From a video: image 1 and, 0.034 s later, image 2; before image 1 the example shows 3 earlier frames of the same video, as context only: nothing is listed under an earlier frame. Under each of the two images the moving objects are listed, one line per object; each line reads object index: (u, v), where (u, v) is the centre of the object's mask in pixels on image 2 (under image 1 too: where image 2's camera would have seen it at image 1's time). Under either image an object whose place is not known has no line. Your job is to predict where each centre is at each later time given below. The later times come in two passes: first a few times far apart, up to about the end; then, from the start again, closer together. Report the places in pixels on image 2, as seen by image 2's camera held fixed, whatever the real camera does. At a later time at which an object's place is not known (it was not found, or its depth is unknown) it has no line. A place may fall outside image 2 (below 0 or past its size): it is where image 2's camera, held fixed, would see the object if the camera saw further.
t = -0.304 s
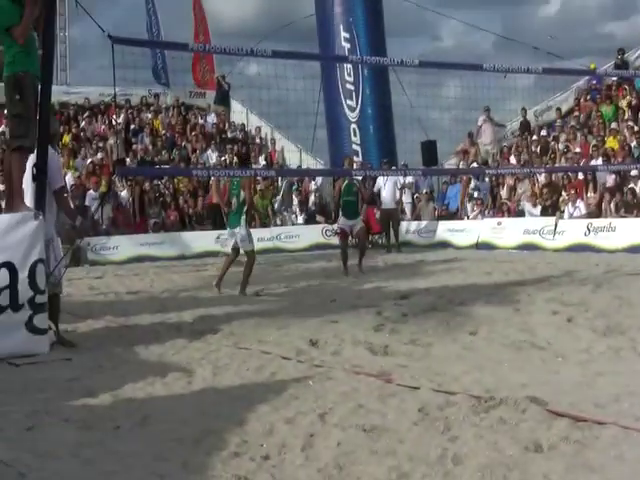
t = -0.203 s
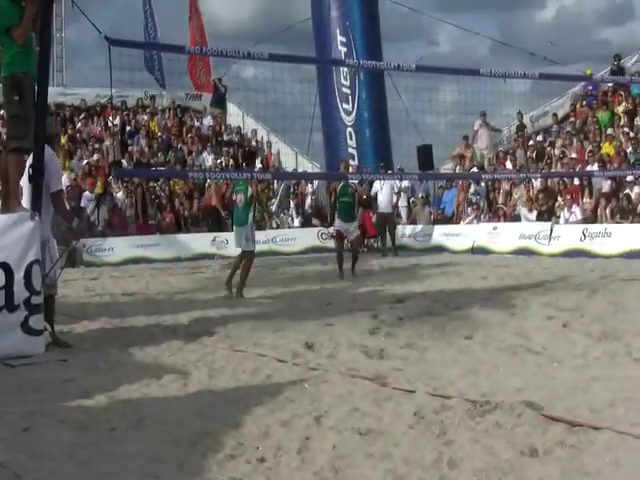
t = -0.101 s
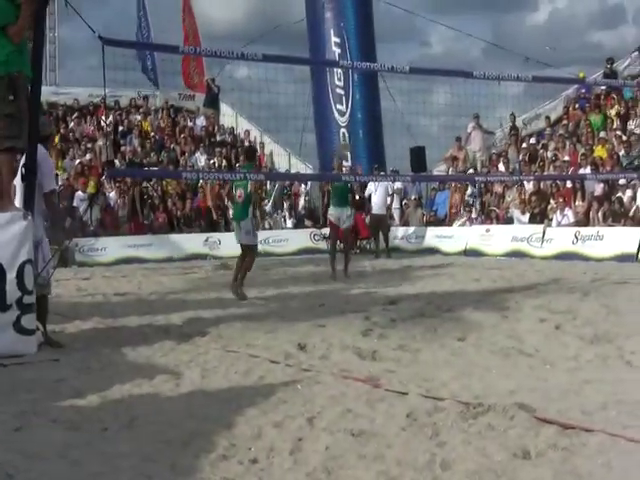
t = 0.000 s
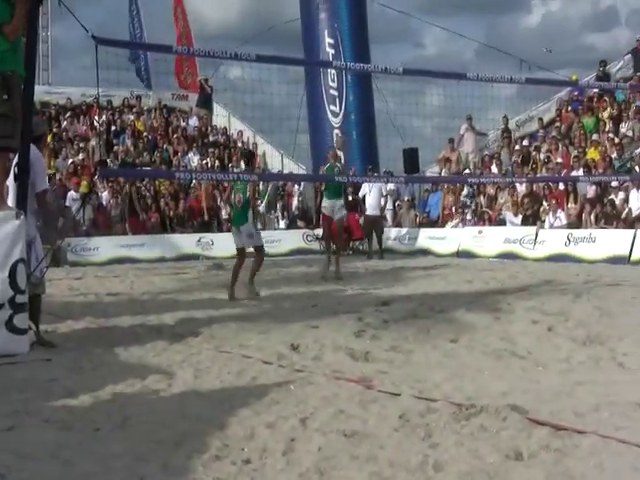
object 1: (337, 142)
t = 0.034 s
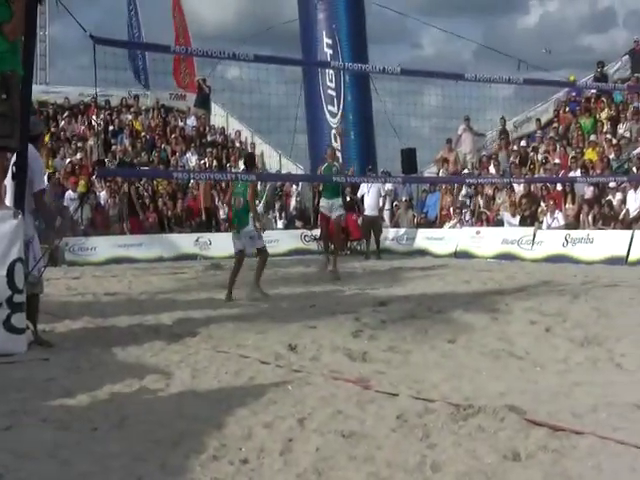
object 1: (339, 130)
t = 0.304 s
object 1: (361, 57)
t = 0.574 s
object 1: (382, 43)
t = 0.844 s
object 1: (407, 85)
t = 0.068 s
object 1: (342, 118)
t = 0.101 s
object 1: (345, 108)
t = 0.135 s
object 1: (348, 99)
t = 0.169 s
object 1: (350, 90)
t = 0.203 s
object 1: (352, 82)
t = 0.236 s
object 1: (355, 77)
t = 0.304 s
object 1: (361, 57)
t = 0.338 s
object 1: (364, 54)
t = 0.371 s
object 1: (366, 51)
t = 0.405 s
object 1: (369, 46)
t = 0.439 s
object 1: (372, 45)
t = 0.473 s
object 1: (375, 42)
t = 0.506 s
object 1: (377, 42)
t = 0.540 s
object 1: (379, 42)
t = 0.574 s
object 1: (382, 43)
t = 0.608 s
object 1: (385, 44)
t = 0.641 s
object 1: (388, 46)
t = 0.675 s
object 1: (391, 49)
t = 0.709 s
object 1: (394, 54)
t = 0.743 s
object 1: (398, 58)
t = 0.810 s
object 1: (405, 79)
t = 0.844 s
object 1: (407, 85)
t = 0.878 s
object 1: (411, 94)
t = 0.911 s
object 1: (415, 106)
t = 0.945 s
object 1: (418, 118)
